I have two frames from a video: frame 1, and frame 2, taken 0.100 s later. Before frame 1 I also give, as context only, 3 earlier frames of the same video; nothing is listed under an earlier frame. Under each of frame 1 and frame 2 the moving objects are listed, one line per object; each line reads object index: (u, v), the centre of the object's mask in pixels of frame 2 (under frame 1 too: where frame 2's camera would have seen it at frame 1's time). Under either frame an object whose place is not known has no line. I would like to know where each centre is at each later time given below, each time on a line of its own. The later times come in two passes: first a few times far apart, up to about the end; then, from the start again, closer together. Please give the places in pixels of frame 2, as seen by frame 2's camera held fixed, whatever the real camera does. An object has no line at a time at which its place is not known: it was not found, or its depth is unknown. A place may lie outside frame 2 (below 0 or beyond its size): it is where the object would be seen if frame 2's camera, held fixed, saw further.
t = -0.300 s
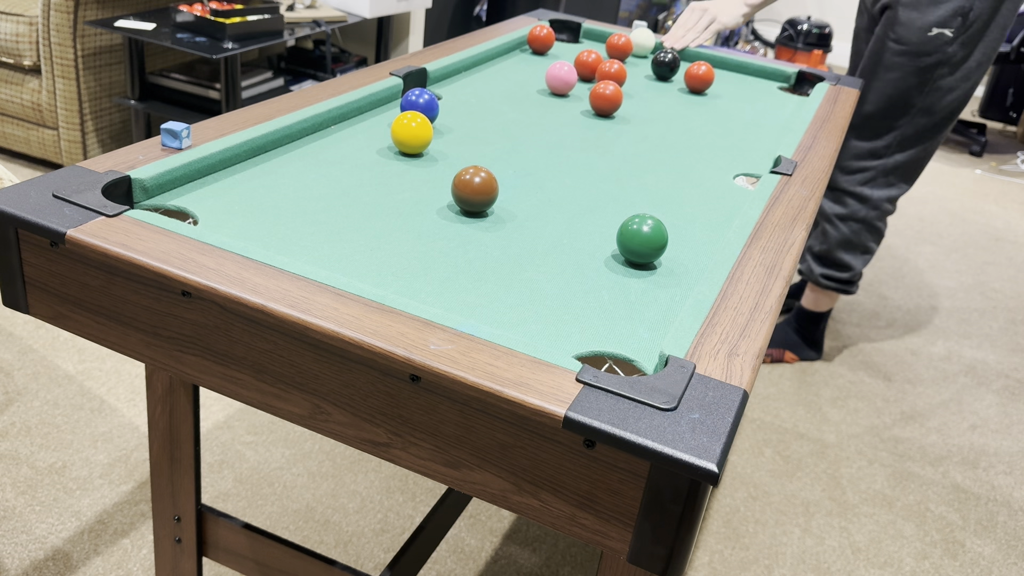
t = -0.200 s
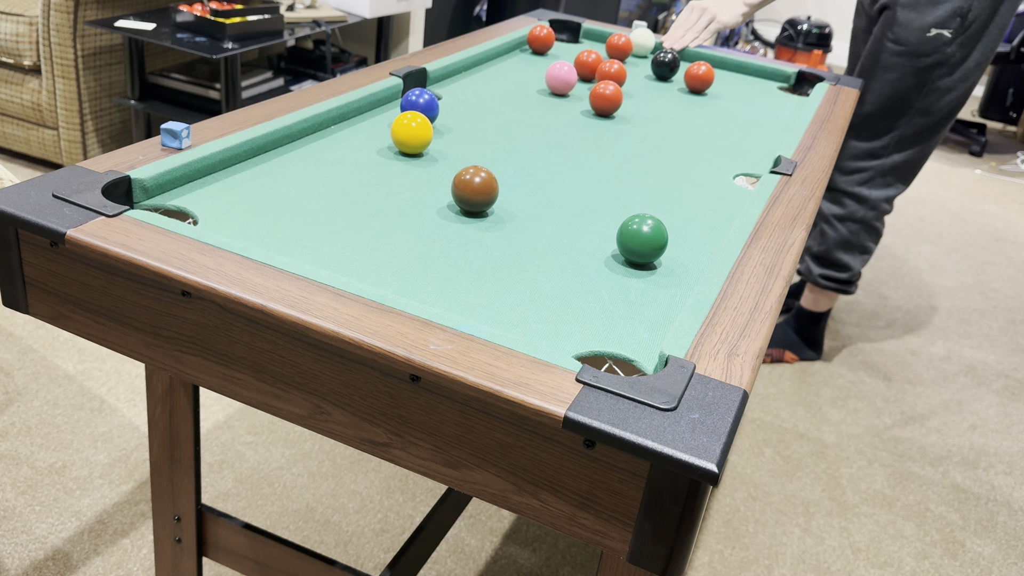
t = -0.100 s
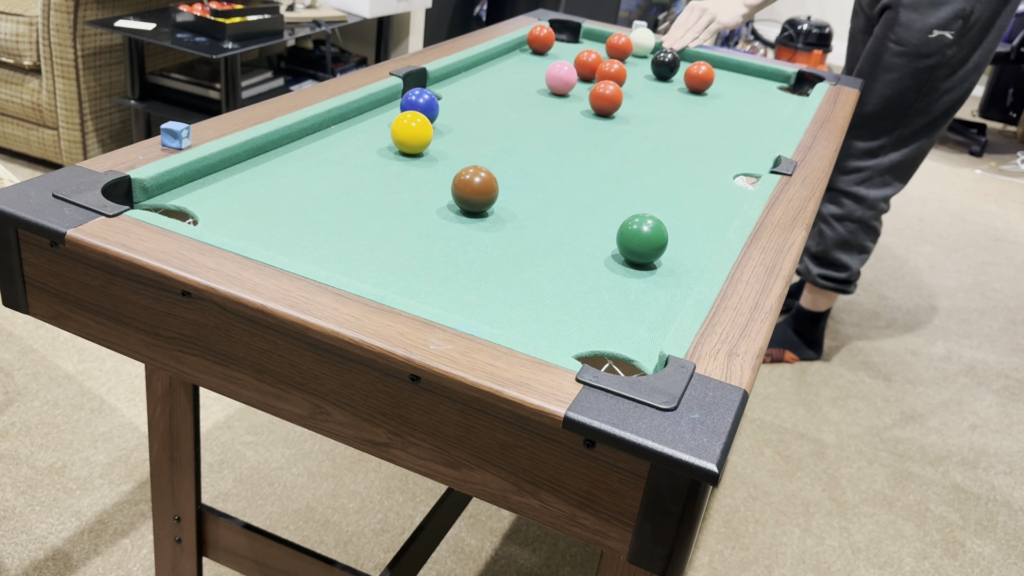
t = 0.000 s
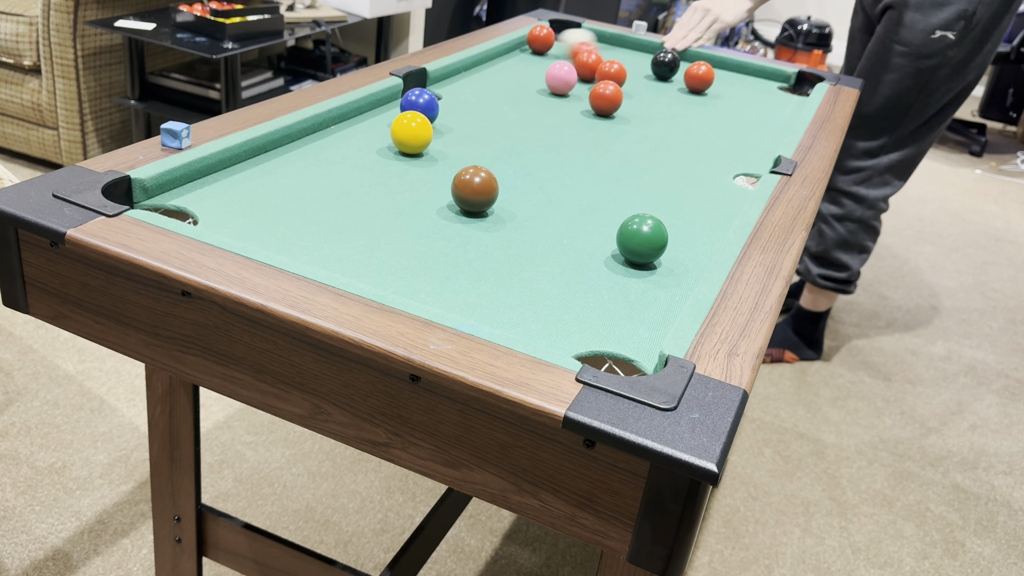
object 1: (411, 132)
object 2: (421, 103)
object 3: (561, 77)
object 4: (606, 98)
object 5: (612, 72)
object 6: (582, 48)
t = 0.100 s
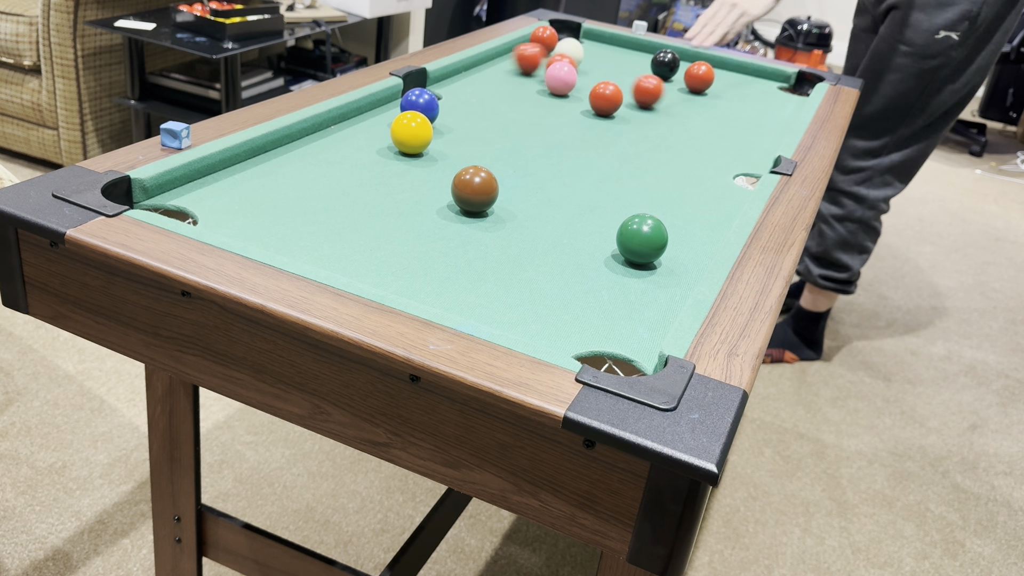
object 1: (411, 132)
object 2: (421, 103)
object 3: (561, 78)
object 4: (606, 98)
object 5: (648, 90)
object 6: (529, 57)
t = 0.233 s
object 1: (411, 132)
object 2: (421, 103)
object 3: (559, 85)
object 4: (606, 98)
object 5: (693, 110)
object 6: (472, 67)
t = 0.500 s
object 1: (411, 132)
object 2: (408, 105)
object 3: (541, 105)
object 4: (619, 102)
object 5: (742, 141)
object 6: (439, 100)
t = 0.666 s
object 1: (420, 146)
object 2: (366, 121)
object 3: (523, 122)
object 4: (638, 108)
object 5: (709, 144)
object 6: (439, 110)
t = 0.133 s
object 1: (411, 132)
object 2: (421, 103)
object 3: (560, 80)
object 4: (606, 98)
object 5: (659, 95)
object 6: (510, 59)
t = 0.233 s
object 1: (411, 132)
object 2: (421, 103)
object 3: (559, 85)
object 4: (606, 98)
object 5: (693, 110)
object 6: (472, 67)
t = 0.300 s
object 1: (411, 132)
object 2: (421, 103)
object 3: (558, 88)
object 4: (606, 98)
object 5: (717, 120)
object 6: (463, 76)
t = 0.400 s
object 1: (411, 132)
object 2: (421, 103)
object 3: (550, 96)
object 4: (606, 98)
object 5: (755, 137)
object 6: (447, 89)
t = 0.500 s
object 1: (411, 132)
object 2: (408, 105)
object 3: (541, 105)
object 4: (619, 102)
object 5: (742, 141)
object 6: (439, 100)
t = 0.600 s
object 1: (416, 140)
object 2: (382, 118)
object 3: (530, 115)
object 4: (631, 106)
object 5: (722, 143)
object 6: (438, 106)
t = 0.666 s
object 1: (420, 146)
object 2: (366, 121)
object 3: (523, 122)
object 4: (638, 108)
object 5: (709, 144)
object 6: (439, 110)
